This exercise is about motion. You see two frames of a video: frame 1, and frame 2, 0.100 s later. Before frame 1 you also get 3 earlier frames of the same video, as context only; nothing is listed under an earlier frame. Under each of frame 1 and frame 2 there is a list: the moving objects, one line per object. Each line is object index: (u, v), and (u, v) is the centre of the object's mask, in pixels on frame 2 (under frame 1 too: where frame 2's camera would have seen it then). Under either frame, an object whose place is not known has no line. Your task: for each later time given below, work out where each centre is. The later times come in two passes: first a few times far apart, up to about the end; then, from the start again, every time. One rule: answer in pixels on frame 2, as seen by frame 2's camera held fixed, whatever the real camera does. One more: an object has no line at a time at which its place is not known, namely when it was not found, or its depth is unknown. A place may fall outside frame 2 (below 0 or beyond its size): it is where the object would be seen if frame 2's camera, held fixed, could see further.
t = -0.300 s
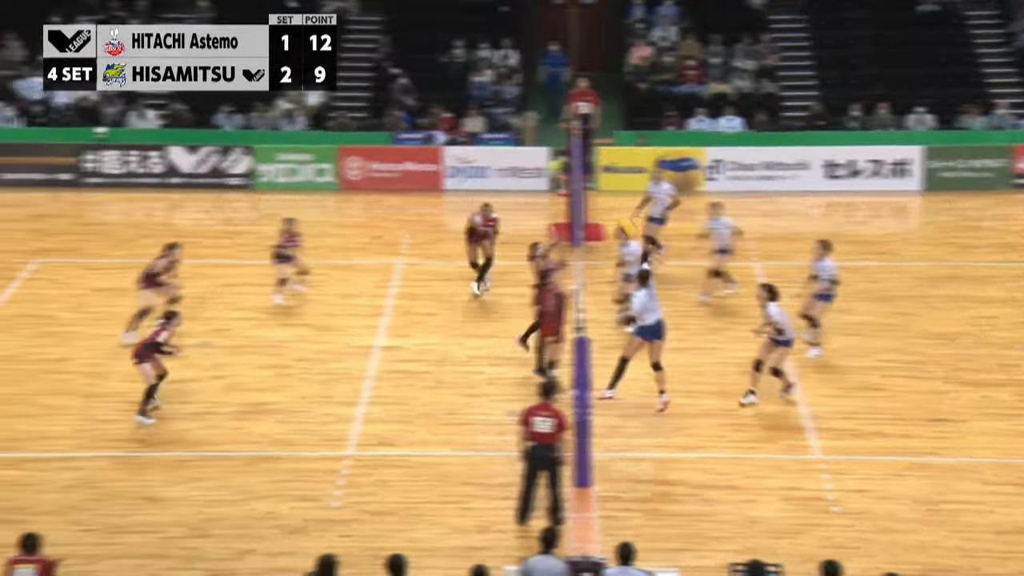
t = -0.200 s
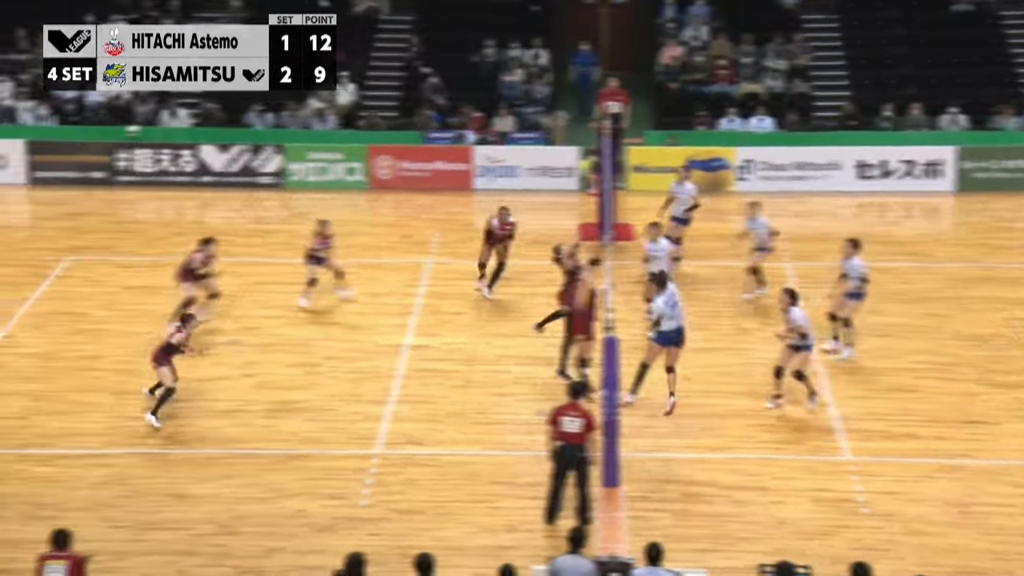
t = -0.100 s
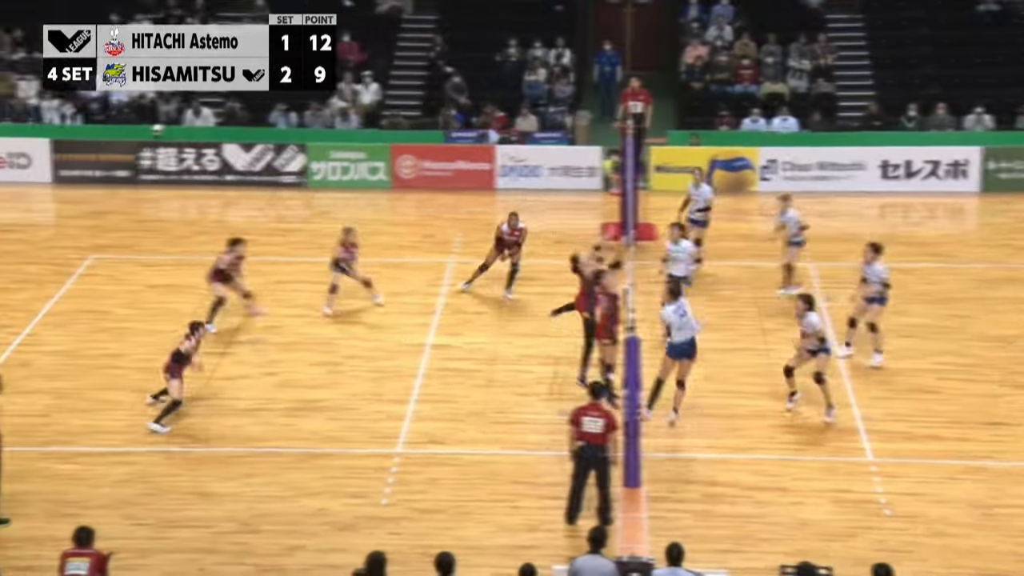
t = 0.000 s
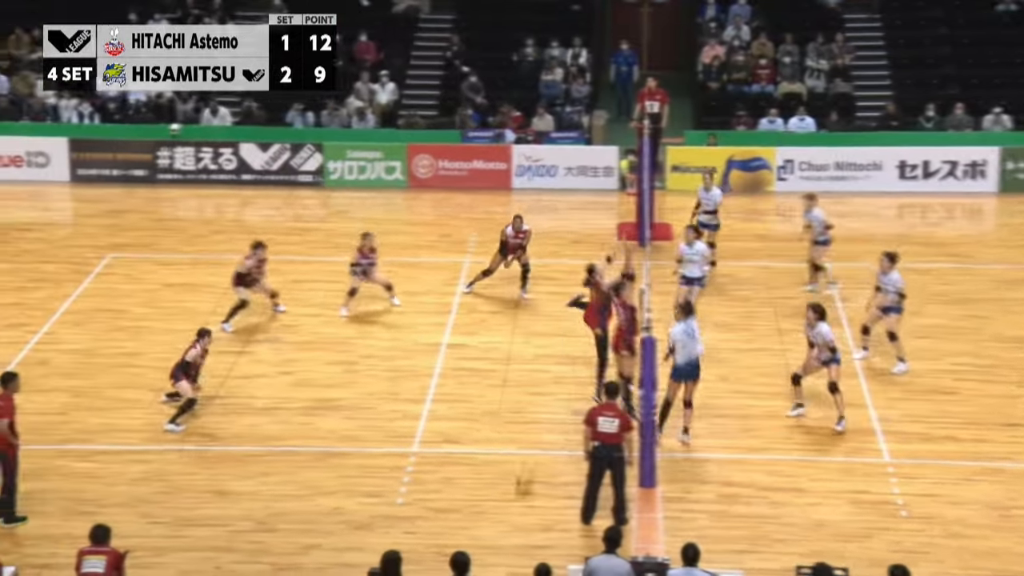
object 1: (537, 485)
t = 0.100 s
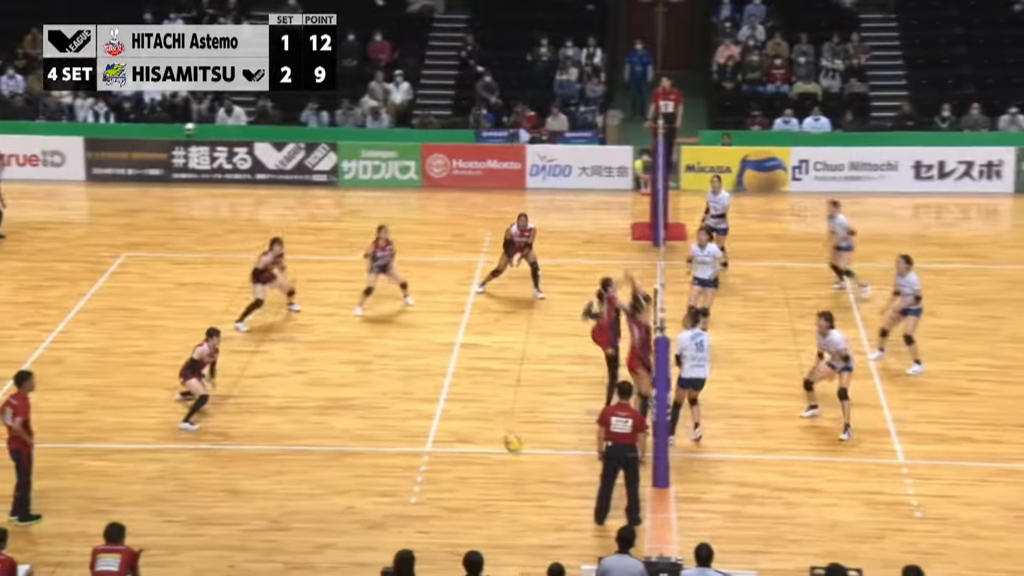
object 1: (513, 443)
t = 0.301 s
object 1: (461, 382)
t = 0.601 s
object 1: (379, 349)
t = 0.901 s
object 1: (291, 402)
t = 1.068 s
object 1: (242, 471)
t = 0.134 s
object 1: (504, 431)
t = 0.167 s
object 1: (496, 420)
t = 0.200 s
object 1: (486, 411)
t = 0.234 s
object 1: (479, 400)
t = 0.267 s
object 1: (470, 389)
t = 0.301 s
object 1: (461, 382)
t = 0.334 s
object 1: (452, 373)
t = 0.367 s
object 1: (444, 369)
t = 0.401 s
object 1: (436, 363)
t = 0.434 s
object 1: (426, 357)
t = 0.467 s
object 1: (417, 353)
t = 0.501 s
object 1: (407, 352)
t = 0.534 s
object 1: (400, 350)
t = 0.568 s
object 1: (389, 350)
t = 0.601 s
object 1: (379, 349)
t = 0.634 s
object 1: (370, 351)
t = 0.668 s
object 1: (360, 354)
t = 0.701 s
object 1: (351, 356)
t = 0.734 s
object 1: (342, 363)
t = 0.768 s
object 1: (331, 367)
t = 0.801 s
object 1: (321, 373)
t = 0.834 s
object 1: (311, 382)
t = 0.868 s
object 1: (302, 392)
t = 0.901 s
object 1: (291, 402)
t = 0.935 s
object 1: (282, 413)
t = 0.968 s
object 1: (272, 426)
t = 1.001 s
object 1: (264, 440)
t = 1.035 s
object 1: (252, 455)
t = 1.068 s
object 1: (242, 471)
